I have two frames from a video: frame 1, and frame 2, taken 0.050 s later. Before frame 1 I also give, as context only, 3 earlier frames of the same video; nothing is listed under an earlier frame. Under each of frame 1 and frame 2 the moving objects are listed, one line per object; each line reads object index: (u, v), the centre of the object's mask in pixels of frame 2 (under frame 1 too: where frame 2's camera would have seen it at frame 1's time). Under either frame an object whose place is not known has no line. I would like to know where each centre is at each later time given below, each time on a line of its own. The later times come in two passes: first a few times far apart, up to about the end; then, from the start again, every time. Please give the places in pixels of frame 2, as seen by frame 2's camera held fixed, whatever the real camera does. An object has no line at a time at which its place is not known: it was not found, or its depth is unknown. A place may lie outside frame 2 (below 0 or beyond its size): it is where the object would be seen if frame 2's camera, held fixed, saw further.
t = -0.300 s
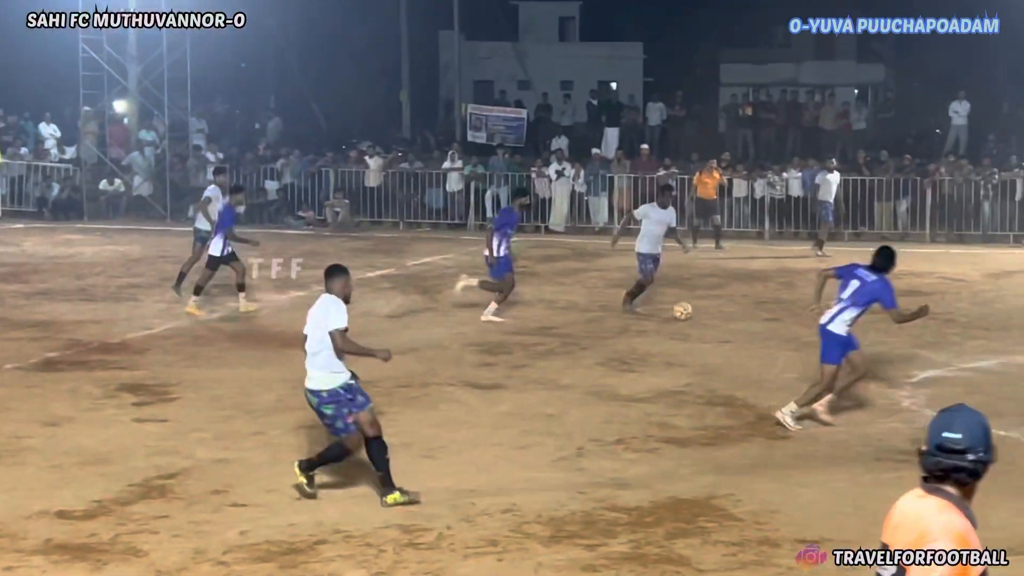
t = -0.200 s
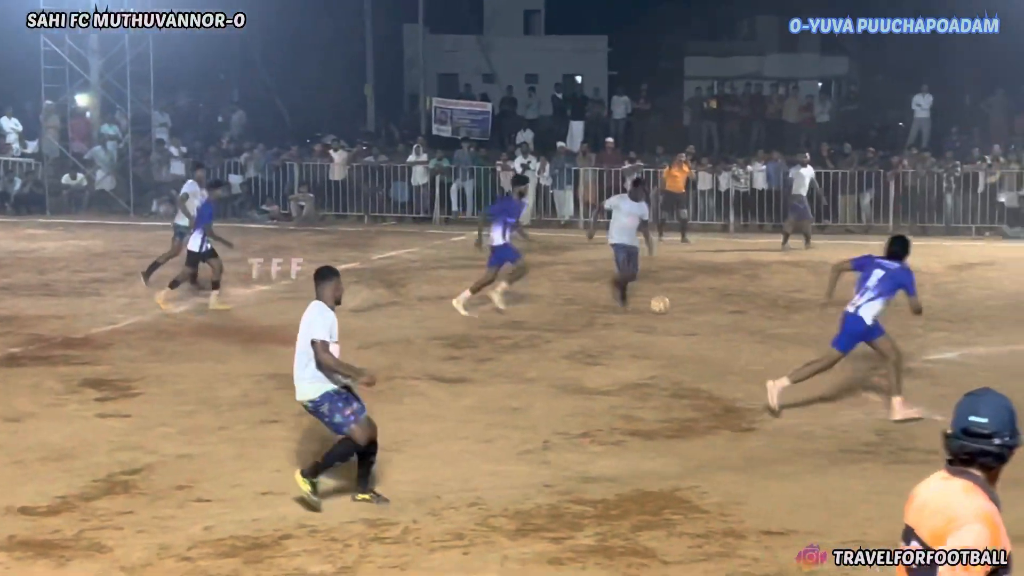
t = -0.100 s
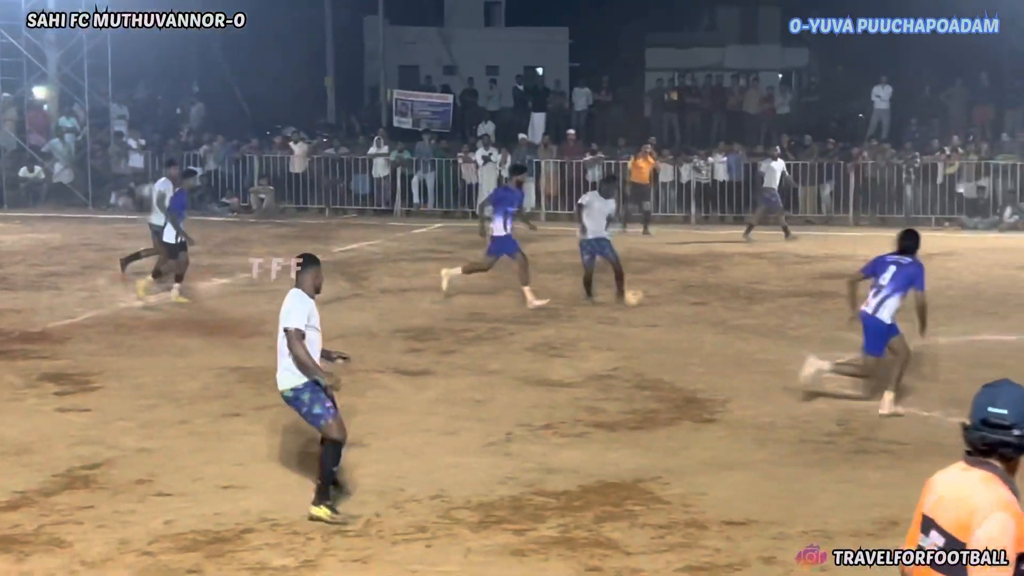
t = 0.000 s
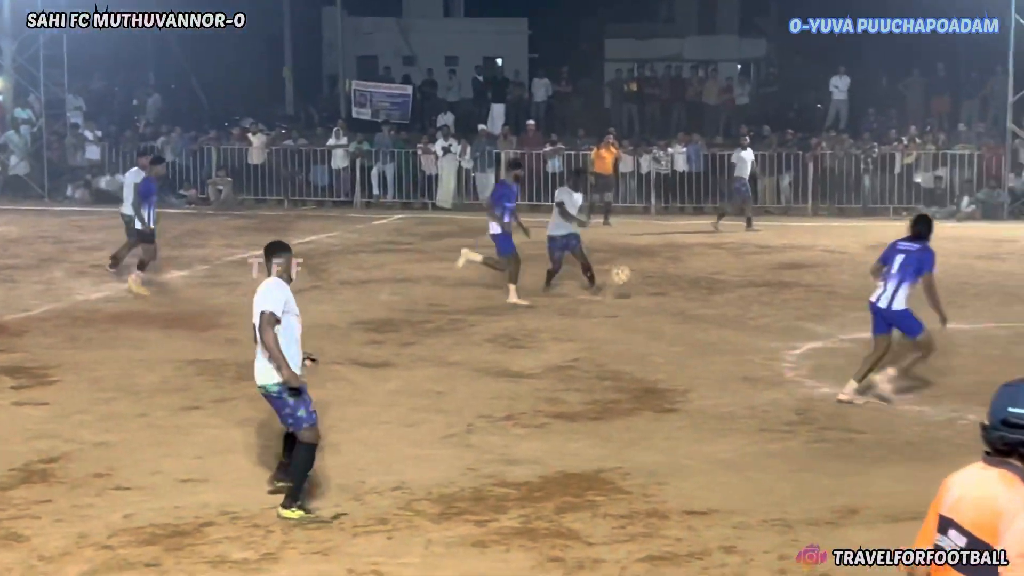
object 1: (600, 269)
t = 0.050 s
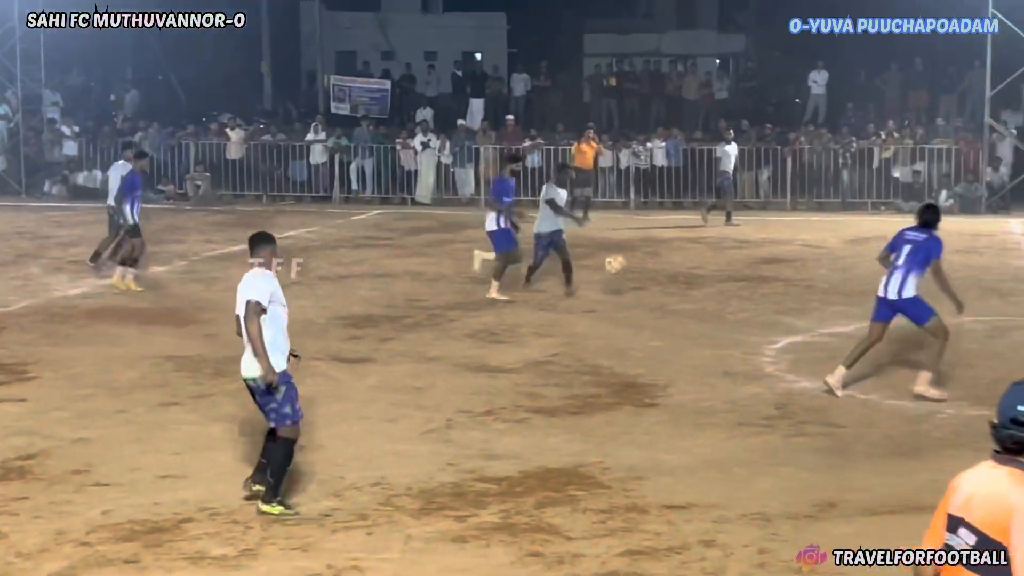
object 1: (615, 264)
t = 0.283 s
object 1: (697, 254)
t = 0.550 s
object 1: (822, 308)
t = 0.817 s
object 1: (1006, 507)
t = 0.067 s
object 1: (621, 261)
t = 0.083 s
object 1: (626, 260)
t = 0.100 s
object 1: (631, 259)
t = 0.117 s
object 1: (637, 257)
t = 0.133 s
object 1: (643, 256)
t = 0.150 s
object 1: (648, 255)
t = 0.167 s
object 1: (654, 254)
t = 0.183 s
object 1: (661, 254)
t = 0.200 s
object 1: (666, 253)
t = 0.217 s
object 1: (672, 253)
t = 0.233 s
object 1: (678, 252)
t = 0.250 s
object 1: (684, 253)
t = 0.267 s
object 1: (691, 253)
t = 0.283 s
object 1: (697, 254)
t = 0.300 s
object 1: (704, 255)
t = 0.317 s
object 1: (712, 256)
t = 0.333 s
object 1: (719, 257)
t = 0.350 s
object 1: (725, 259)
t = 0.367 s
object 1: (733, 261)
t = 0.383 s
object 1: (741, 263)
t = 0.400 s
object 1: (748, 266)
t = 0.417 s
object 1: (756, 270)
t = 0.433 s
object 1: (764, 273)
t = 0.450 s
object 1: (771, 276)
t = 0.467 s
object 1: (780, 281)
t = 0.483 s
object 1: (788, 286)
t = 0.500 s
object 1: (796, 290)
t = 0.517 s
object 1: (804, 295)
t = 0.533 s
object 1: (813, 302)
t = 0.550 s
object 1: (822, 308)
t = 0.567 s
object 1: (831, 315)
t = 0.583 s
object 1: (840, 324)
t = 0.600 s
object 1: (851, 331)
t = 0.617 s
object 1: (860, 340)
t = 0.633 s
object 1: (872, 349)
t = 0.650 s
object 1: (881, 359)
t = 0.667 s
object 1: (892, 370)
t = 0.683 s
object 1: (903, 382)
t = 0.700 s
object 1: (914, 395)
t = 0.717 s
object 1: (925, 408)
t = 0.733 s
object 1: (939, 422)
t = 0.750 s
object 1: (951, 437)
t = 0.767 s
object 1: (964, 451)
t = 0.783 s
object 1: (978, 470)
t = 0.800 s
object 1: (992, 489)
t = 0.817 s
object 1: (1006, 507)
